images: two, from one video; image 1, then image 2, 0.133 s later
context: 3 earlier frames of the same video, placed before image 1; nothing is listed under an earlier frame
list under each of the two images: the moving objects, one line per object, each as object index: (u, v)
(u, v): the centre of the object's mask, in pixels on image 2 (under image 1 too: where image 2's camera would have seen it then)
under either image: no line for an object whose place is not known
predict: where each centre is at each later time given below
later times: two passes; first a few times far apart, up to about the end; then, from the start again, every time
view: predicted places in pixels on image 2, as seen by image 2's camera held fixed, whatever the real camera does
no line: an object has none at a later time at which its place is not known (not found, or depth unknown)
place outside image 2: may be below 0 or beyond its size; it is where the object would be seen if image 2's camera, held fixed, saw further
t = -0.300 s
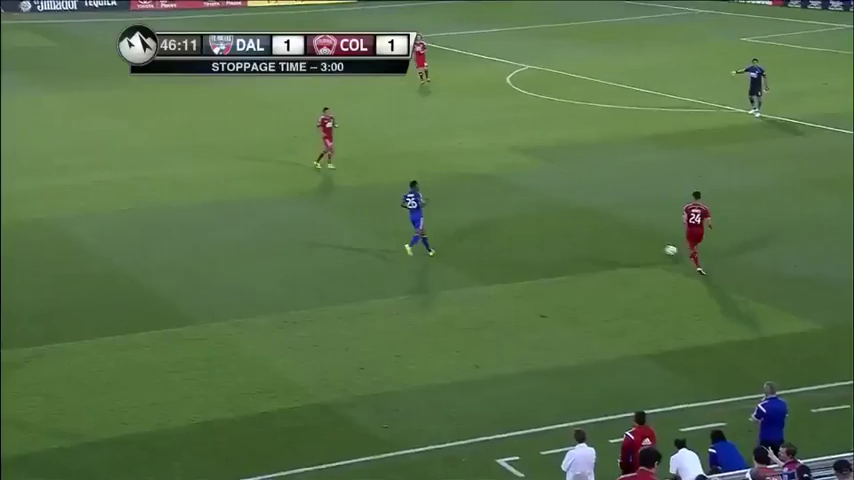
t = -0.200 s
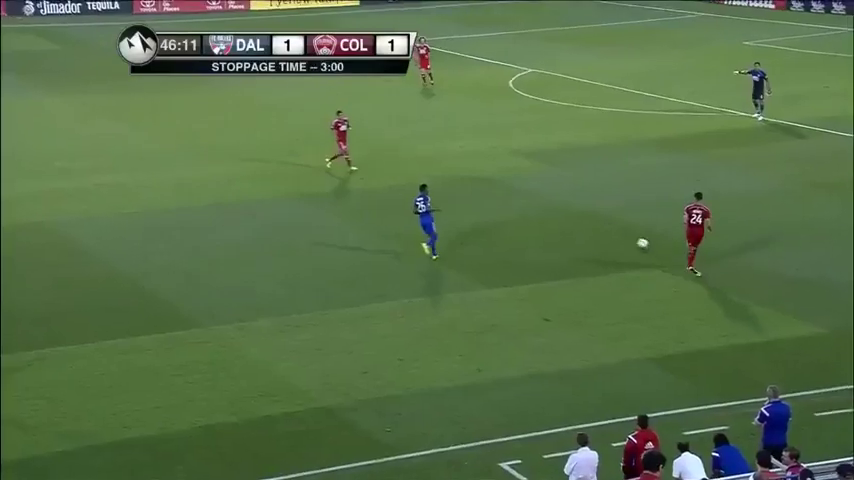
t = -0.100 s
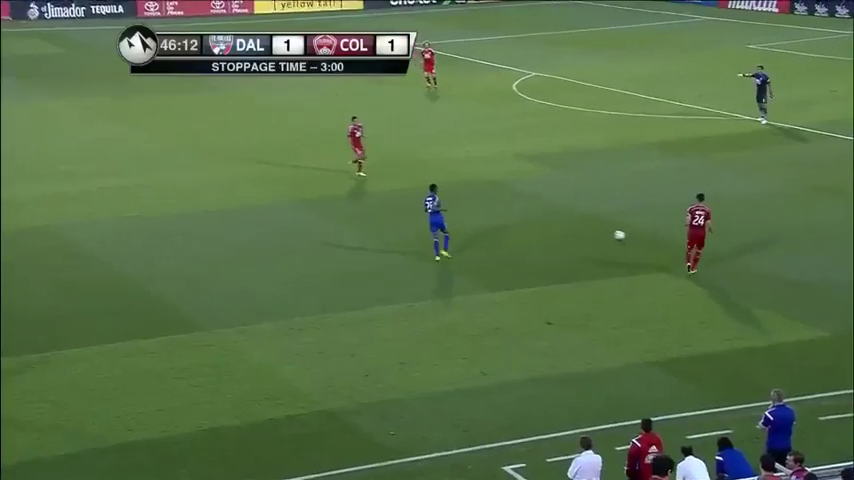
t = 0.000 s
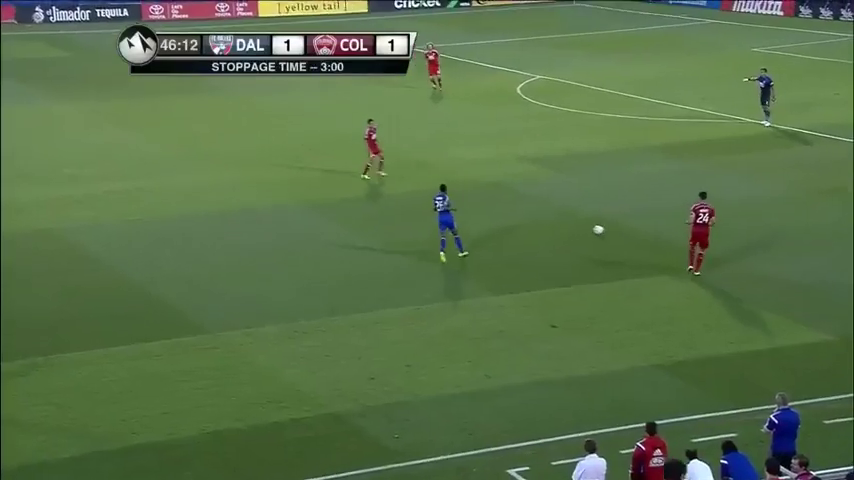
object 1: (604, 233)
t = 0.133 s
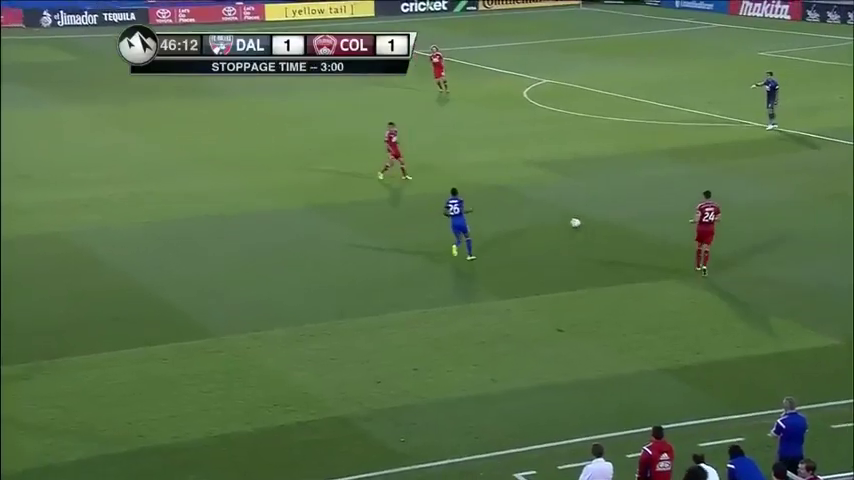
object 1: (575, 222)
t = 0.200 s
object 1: (561, 217)
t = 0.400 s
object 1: (526, 205)
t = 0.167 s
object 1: (568, 220)
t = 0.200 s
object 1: (561, 217)
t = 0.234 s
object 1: (555, 215)
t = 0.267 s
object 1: (549, 212)
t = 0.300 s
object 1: (543, 210)
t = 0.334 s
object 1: (537, 209)
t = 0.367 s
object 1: (531, 207)
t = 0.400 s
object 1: (526, 205)
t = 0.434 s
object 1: (521, 203)
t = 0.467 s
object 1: (516, 201)
